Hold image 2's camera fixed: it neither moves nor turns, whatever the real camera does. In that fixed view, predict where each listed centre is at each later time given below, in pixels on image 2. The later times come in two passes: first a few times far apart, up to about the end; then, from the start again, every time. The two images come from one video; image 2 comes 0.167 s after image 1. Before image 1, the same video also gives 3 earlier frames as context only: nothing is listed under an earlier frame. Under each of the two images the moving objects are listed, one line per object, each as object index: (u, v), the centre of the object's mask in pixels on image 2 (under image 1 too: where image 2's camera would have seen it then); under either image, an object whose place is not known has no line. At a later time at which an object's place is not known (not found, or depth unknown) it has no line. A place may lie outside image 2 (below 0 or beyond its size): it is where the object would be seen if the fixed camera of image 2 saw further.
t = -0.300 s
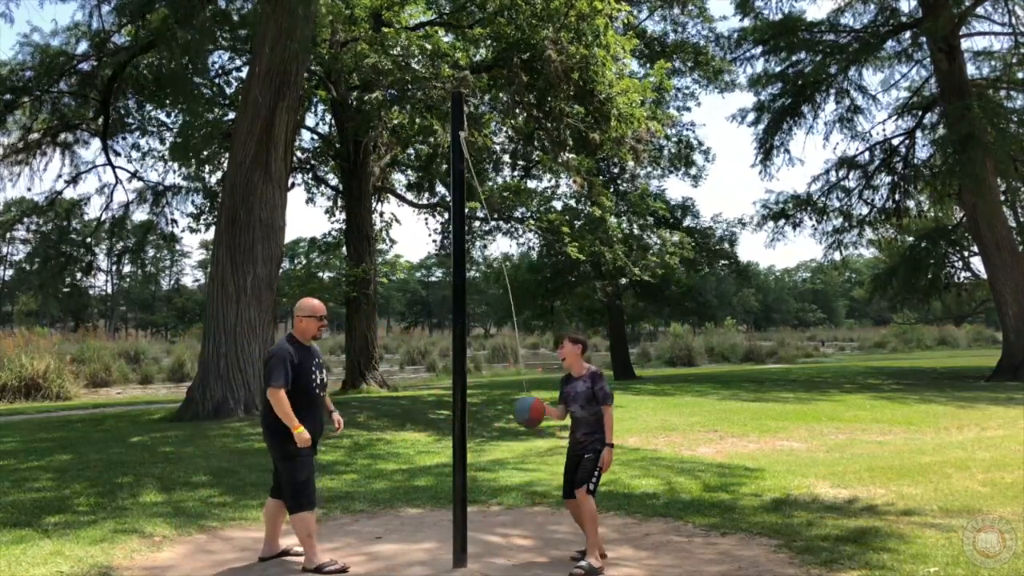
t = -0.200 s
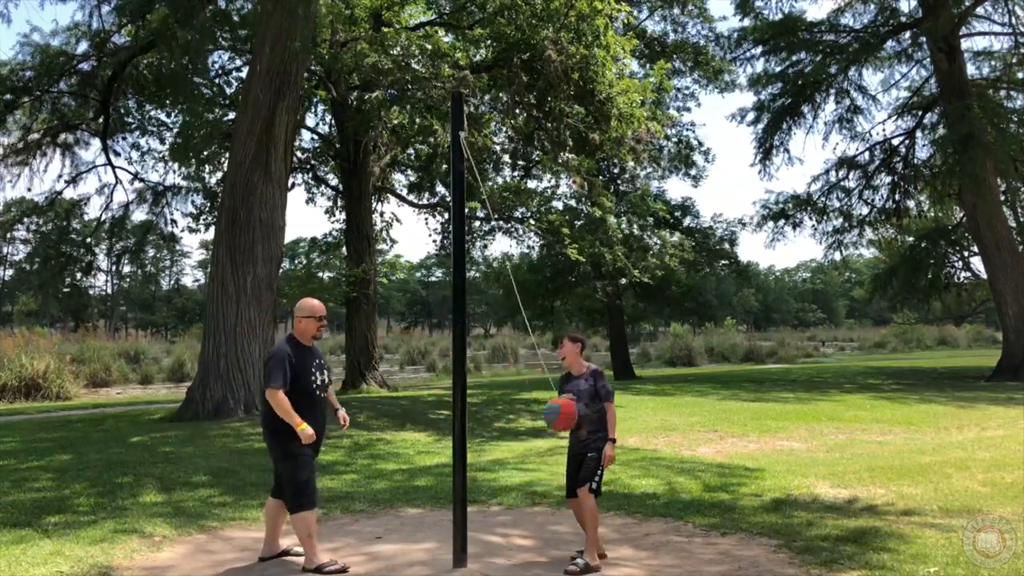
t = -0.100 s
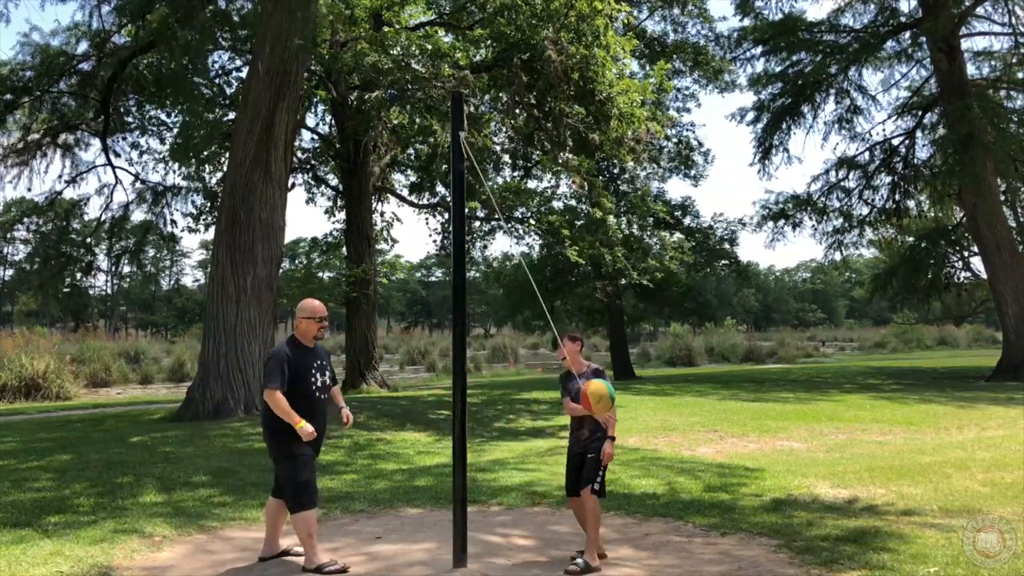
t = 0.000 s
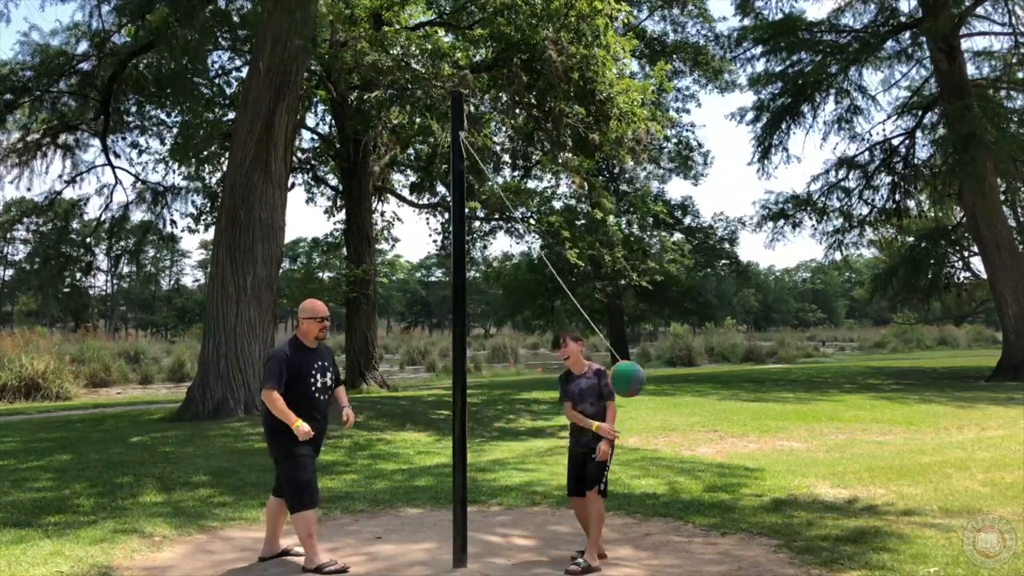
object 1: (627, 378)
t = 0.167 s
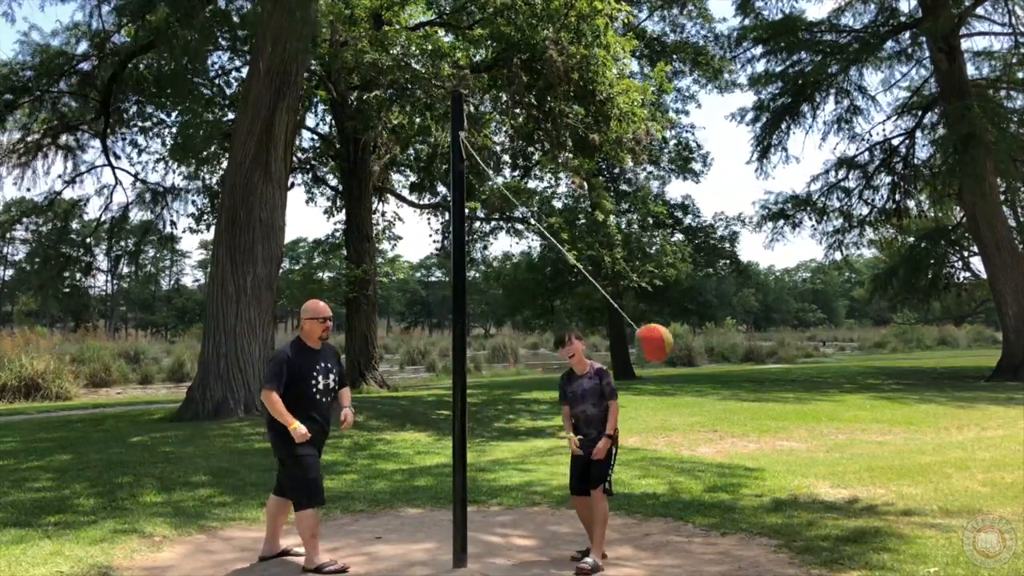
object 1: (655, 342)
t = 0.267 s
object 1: (658, 334)
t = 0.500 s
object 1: (631, 339)
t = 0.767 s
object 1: (549, 397)
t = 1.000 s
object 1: (449, 431)
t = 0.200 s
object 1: (656, 339)
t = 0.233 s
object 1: (656, 336)
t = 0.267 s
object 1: (658, 334)
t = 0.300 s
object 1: (655, 330)
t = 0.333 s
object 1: (652, 328)
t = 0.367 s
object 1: (648, 327)
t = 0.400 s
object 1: (645, 328)
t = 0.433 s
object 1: (641, 330)
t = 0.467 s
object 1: (637, 335)
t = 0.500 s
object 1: (631, 339)
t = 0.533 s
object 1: (624, 345)
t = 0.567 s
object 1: (616, 352)
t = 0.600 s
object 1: (607, 358)
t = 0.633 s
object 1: (595, 365)
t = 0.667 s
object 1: (583, 373)
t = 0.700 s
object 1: (572, 381)
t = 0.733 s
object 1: (560, 389)
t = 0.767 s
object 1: (549, 397)
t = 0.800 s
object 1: (534, 405)
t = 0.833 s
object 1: (520, 411)
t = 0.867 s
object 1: (505, 416)
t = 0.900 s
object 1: (489, 420)
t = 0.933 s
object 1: (475, 426)
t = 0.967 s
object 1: (462, 429)
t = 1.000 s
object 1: (449, 431)
